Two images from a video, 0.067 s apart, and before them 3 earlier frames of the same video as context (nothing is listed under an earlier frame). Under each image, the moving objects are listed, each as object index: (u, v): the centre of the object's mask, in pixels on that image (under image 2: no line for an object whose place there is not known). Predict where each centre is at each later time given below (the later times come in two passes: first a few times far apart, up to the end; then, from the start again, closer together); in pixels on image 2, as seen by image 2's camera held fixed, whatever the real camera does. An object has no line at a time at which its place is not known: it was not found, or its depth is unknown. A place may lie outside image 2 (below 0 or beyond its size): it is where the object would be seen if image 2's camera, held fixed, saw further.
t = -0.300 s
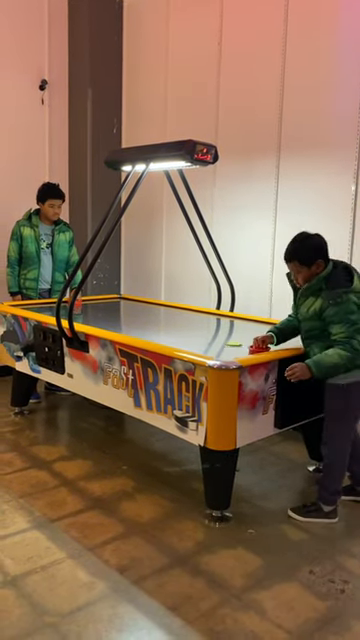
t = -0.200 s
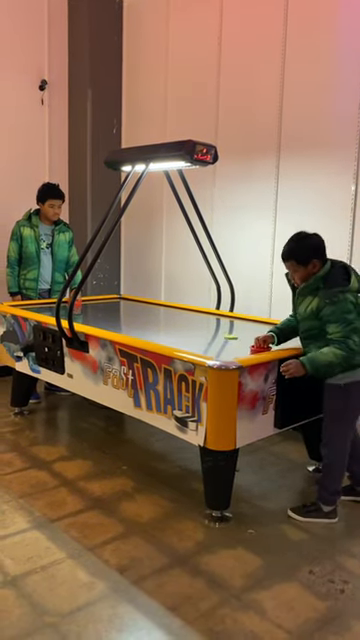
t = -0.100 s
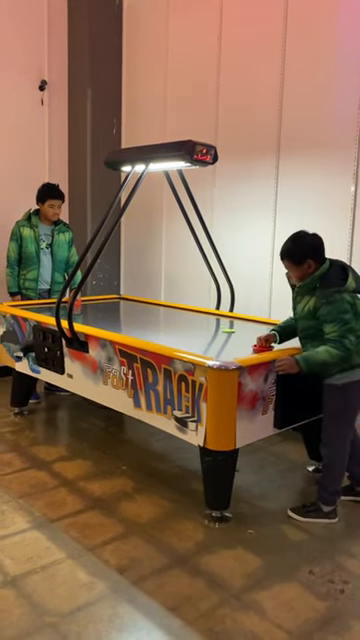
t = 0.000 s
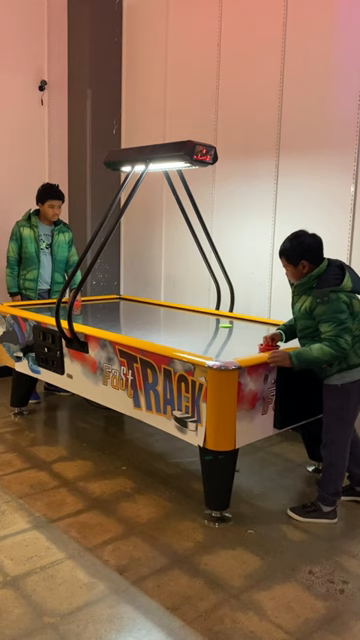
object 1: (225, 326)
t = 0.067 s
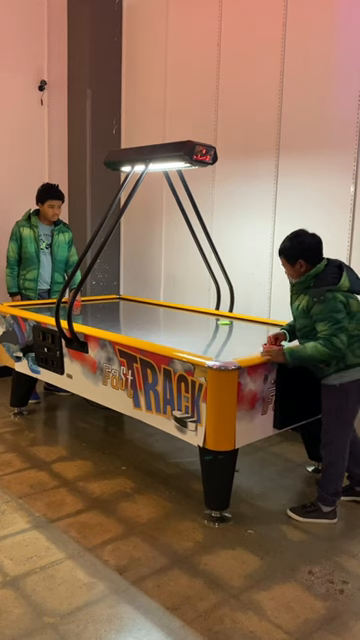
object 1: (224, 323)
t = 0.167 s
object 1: (221, 319)
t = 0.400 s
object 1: (186, 314)
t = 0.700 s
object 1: (122, 311)
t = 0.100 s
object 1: (223, 322)
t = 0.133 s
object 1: (222, 320)
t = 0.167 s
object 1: (221, 319)
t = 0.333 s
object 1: (200, 315)
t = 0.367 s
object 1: (193, 314)
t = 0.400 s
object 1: (186, 314)
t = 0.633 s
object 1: (137, 311)
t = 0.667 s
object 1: (129, 311)
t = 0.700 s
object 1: (122, 311)
